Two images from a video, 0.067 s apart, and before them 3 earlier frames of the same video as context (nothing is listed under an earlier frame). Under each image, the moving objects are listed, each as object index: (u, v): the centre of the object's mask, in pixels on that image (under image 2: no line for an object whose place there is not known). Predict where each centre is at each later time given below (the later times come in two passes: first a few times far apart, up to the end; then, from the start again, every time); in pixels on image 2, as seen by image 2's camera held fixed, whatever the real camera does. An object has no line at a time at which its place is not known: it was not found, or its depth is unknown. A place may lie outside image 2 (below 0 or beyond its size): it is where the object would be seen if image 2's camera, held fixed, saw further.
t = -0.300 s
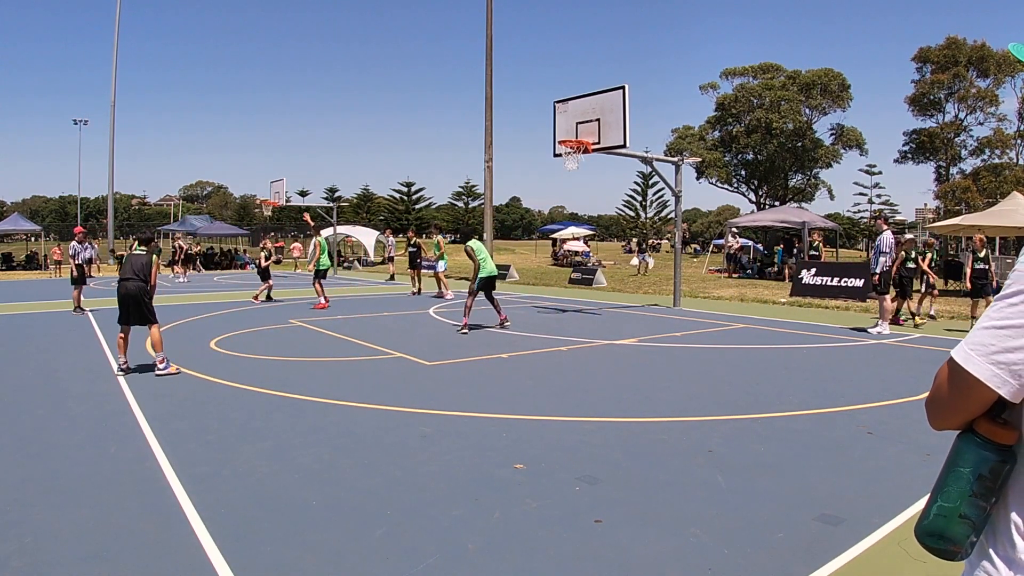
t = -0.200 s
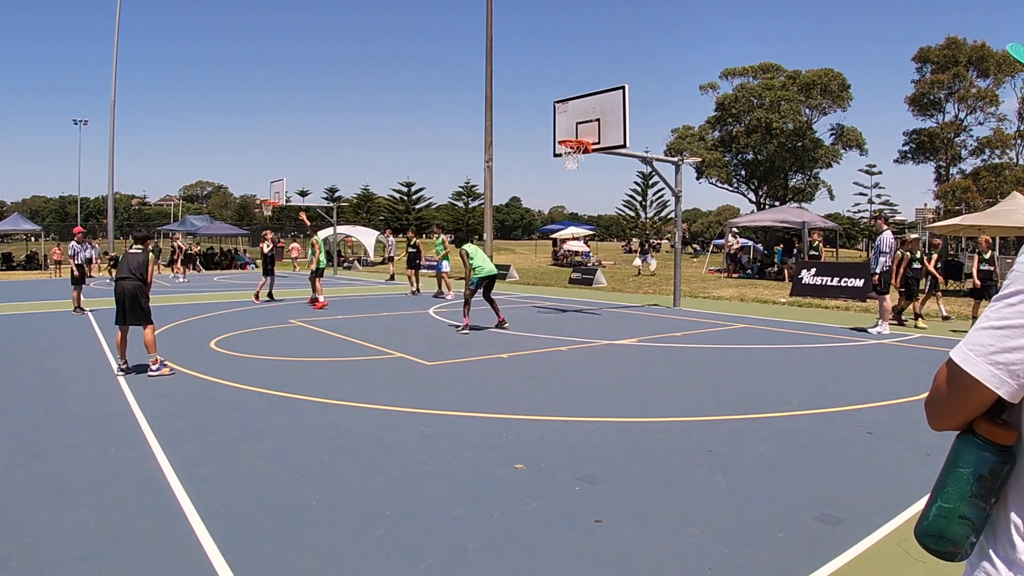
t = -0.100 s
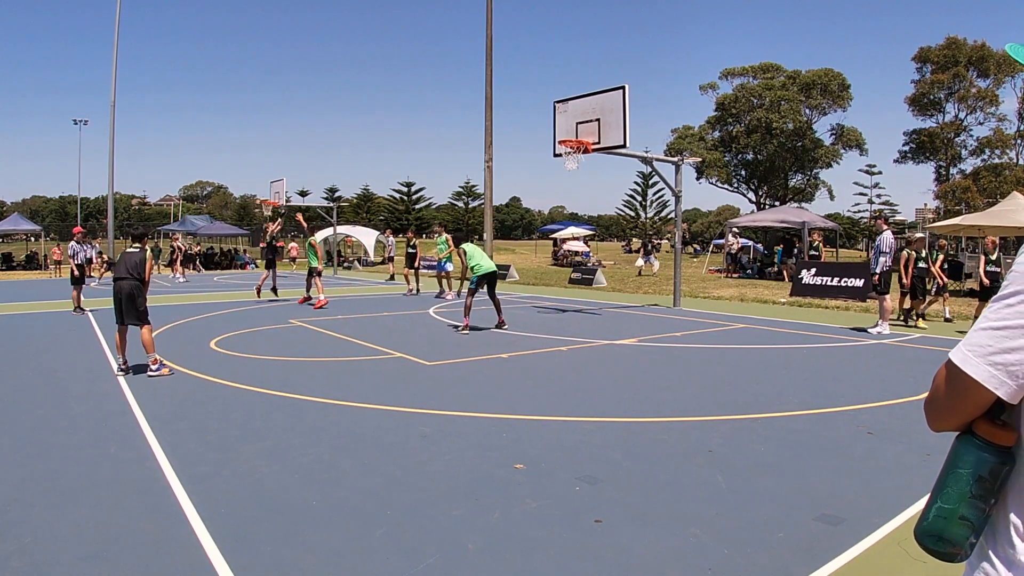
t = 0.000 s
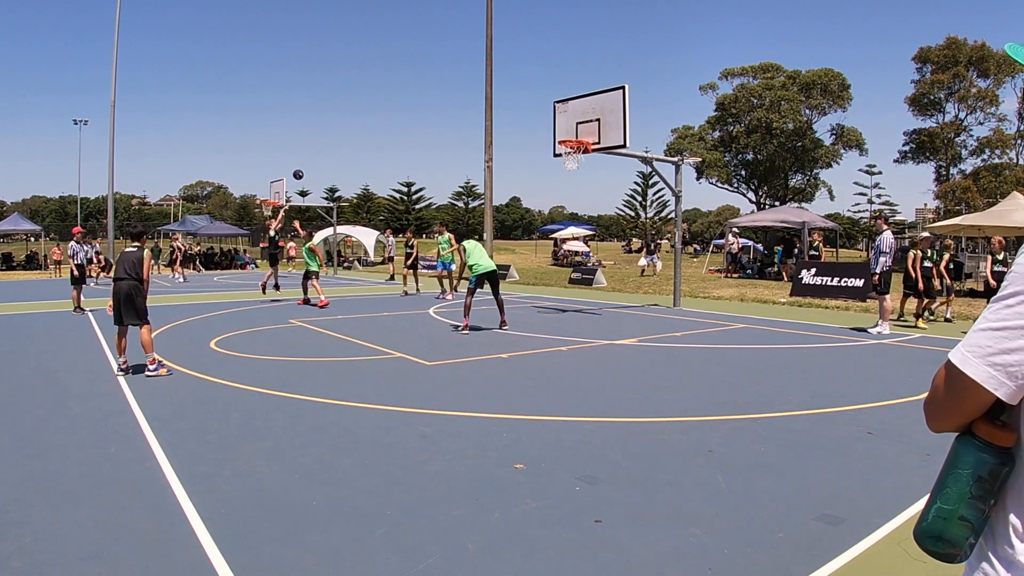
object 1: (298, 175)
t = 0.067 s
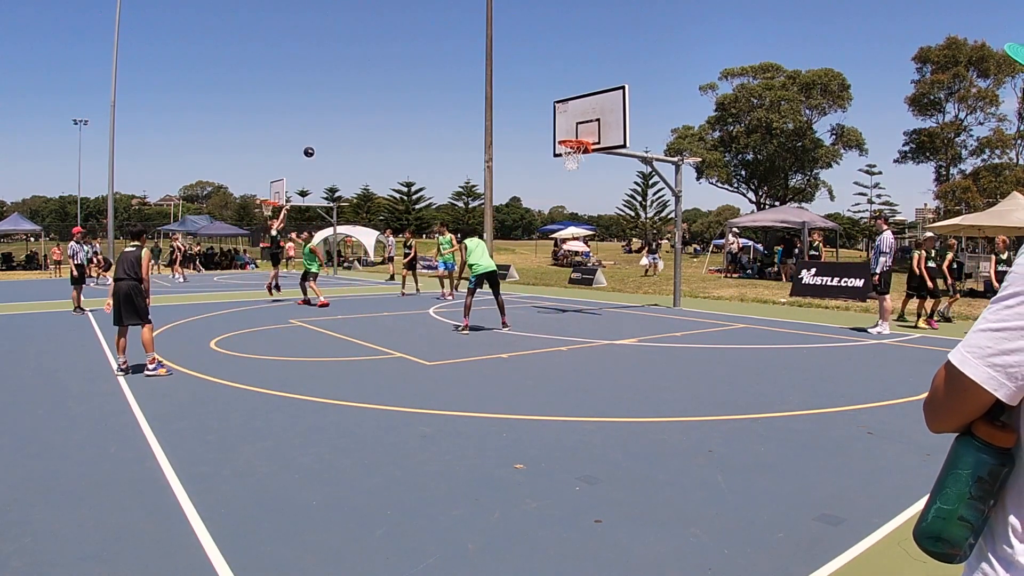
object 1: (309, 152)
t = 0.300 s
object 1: (348, 86)
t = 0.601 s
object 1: (402, 33)
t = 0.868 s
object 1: (454, 19)
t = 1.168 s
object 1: (519, 47)
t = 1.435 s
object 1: (581, 118)
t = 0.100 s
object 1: (314, 141)
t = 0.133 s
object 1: (320, 131)
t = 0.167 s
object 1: (325, 121)
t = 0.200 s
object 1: (331, 112)
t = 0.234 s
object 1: (337, 103)
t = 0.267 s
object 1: (342, 94)
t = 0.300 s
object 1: (348, 86)
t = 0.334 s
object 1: (354, 78)
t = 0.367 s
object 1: (360, 71)
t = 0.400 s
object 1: (366, 64)
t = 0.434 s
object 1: (372, 58)
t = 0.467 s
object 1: (377, 52)
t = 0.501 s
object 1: (384, 46)
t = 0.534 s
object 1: (390, 41)
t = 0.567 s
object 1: (396, 37)
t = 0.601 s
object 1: (402, 33)
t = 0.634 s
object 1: (409, 29)
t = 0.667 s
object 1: (415, 26)
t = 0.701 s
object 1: (421, 23)
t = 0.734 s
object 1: (428, 21)
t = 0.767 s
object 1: (435, 20)
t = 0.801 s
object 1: (441, 19)
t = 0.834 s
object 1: (448, 19)
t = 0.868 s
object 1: (454, 19)
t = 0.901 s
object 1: (461, 20)
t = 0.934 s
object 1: (468, 21)
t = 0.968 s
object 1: (475, 23)
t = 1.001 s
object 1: (482, 25)
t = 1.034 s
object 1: (489, 28)
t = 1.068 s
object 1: (496, 32)
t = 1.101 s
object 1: (504, 36)
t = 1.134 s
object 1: (511, 41)
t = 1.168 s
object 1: (519, 47)
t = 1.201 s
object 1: (526, 53)
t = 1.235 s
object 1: (534, 60)
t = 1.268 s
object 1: (542, 68)
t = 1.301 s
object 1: (549, 76)
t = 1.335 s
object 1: (557, 86)
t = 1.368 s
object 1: (565, 95)
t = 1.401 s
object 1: (573, 107)
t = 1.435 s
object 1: (581, 118)
